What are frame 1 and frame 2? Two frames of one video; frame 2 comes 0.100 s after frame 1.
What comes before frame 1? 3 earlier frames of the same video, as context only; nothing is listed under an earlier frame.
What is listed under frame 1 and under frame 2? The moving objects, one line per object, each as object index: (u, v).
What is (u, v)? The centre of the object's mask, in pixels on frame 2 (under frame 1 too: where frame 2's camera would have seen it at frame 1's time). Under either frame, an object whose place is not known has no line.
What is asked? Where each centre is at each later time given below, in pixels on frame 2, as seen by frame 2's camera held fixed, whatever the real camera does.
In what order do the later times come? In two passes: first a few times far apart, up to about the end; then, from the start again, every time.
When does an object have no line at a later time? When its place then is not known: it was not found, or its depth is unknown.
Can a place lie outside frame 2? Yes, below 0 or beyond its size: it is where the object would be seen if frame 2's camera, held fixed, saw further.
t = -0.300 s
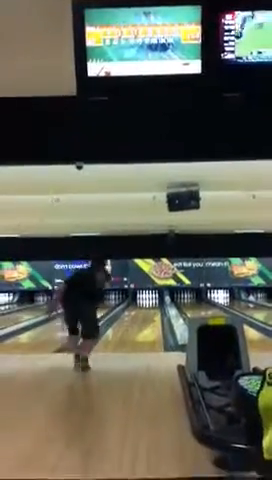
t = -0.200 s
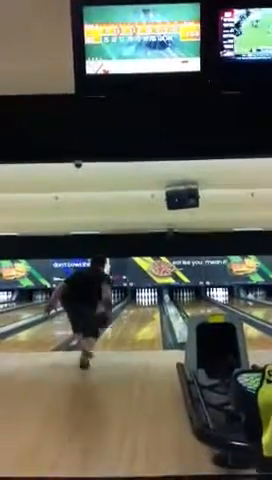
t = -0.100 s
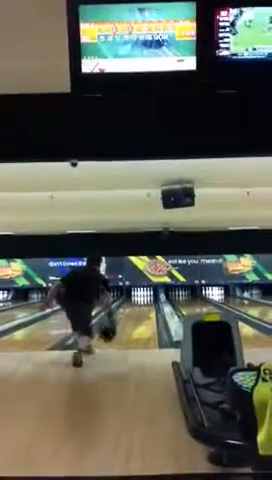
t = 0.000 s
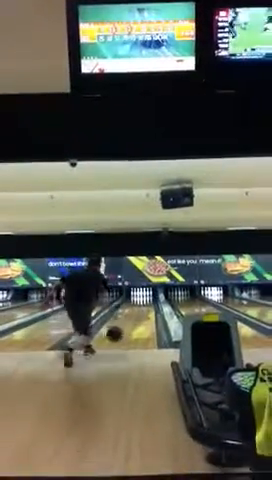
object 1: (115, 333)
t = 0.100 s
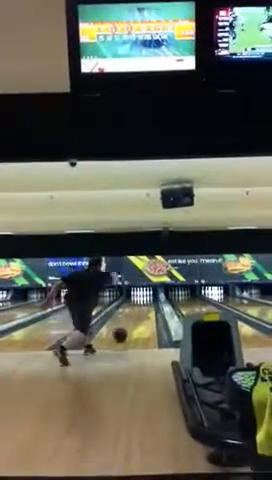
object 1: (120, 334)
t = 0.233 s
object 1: (125, 330)
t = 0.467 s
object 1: (132, 322)
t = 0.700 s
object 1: (137, 316)
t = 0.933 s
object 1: (140, 312)
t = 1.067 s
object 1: (142, 309)
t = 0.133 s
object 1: (121, 335)
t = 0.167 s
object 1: (122, 334)
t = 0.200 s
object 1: (123, 333)
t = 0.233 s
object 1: (125, 330)
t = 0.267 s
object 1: (126, 329)
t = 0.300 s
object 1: (127, 328)
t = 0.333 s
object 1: (129, 326)
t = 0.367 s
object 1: (129, 326)
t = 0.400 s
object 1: (131, 325)
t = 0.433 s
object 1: (131, 322)
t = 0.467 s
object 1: (132, 322)
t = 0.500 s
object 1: (133, 321)
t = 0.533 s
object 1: (134, 320)
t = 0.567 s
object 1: (135, 319)
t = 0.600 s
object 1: (135, 317)
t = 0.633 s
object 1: (136, 317)
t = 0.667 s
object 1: (137, 316)
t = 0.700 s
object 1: (137, 316)
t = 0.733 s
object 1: (137, 316)
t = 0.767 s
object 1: (138, 315)
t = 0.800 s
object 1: (139, 313)
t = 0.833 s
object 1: (139, 313)
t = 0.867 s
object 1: (140, 312)
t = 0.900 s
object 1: (140, 312)
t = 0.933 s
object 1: (140, 312)
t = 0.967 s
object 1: (140, 312)
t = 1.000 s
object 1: (142, 309)
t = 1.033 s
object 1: (142, 309)
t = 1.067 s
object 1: (142, 309)
